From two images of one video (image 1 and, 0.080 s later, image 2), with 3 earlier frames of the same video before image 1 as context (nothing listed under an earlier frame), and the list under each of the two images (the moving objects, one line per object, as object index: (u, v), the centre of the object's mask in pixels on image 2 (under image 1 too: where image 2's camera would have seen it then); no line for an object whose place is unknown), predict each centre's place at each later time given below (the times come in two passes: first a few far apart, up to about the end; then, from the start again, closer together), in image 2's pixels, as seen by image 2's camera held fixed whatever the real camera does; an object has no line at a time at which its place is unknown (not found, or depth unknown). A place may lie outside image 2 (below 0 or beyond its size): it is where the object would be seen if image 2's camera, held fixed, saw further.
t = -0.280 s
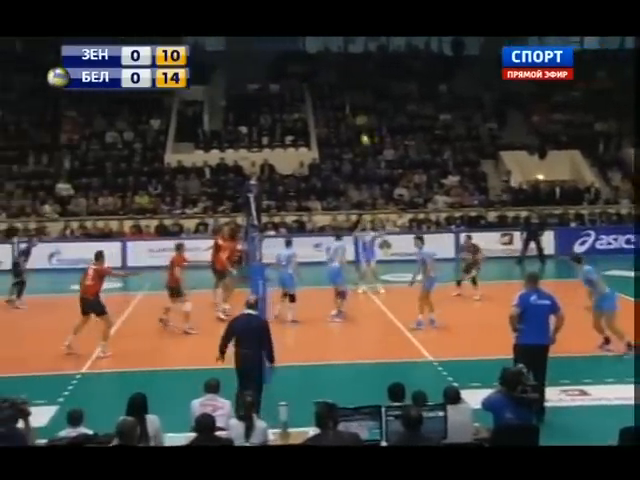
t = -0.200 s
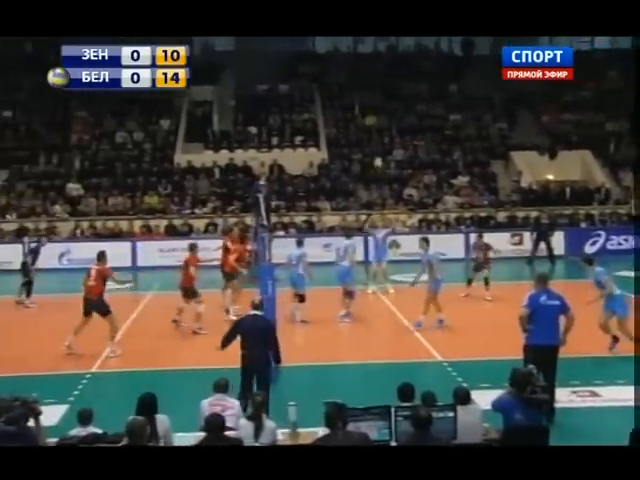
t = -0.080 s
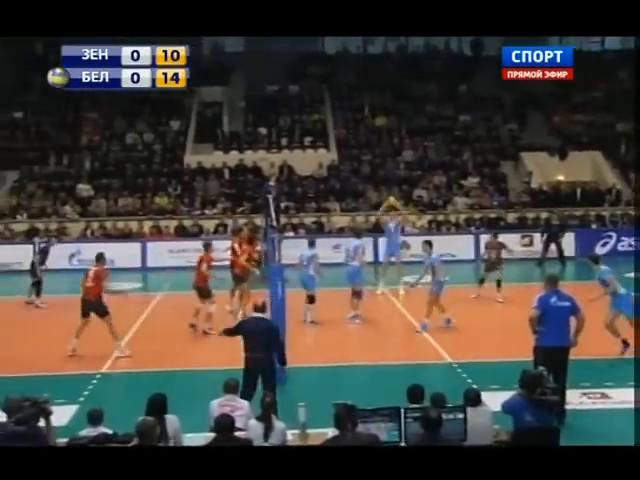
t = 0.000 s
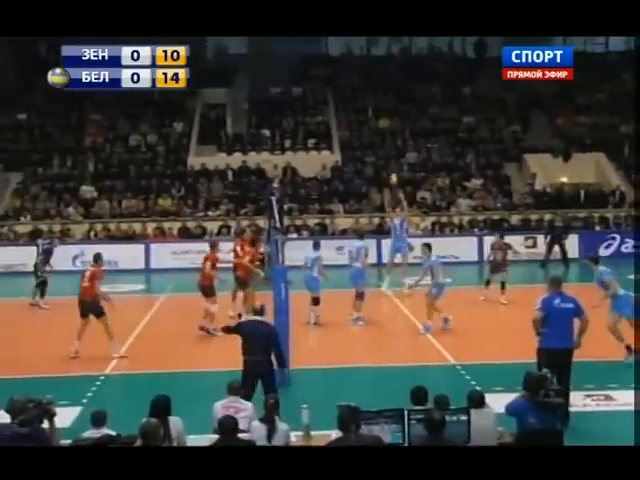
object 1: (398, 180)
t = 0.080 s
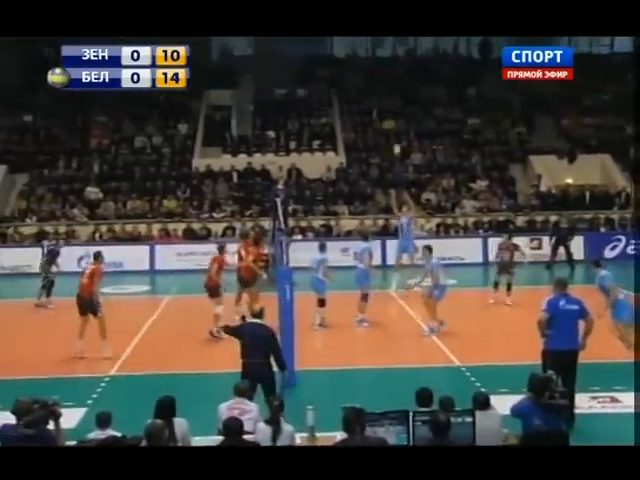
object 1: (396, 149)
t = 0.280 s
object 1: (394, 82)
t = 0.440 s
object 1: (391, 39)
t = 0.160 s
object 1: (396, 120)
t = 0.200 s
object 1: (395, 107)
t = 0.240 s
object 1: (394, 94)
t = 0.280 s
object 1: (394, 82)
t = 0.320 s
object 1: (393, 70)
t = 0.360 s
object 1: (392, 59)
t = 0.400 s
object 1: (391, 49)
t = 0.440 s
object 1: (391, 39)
